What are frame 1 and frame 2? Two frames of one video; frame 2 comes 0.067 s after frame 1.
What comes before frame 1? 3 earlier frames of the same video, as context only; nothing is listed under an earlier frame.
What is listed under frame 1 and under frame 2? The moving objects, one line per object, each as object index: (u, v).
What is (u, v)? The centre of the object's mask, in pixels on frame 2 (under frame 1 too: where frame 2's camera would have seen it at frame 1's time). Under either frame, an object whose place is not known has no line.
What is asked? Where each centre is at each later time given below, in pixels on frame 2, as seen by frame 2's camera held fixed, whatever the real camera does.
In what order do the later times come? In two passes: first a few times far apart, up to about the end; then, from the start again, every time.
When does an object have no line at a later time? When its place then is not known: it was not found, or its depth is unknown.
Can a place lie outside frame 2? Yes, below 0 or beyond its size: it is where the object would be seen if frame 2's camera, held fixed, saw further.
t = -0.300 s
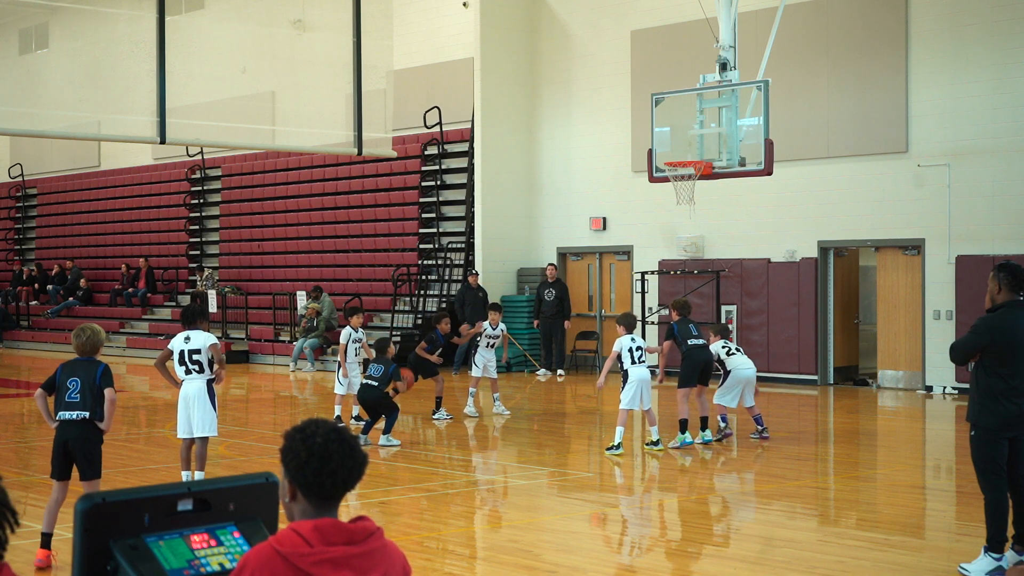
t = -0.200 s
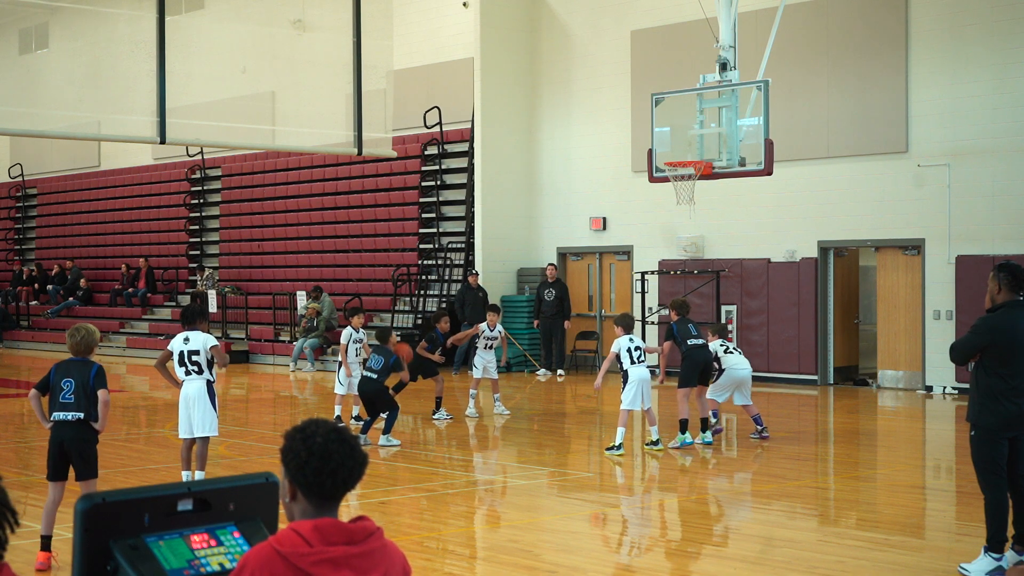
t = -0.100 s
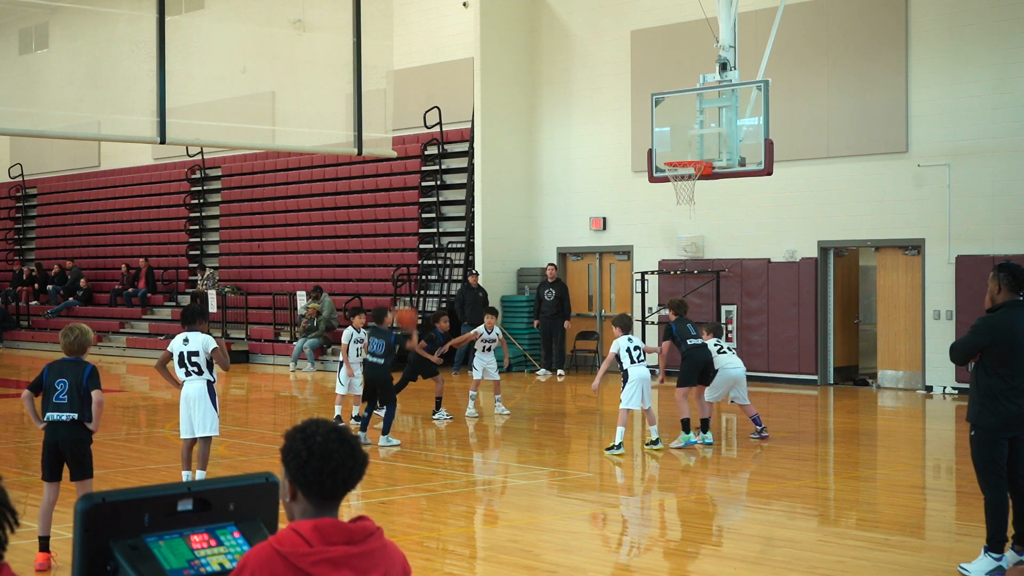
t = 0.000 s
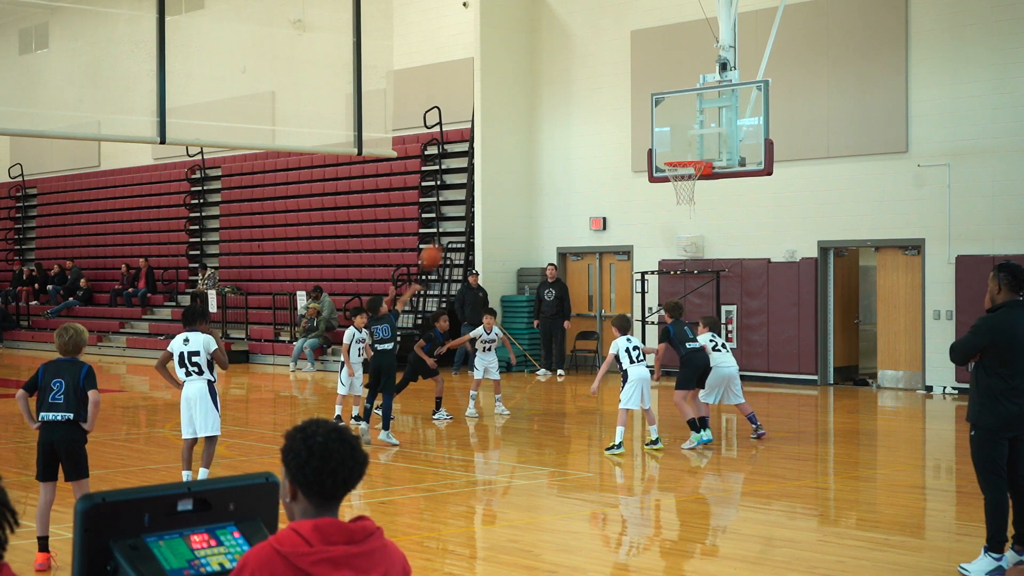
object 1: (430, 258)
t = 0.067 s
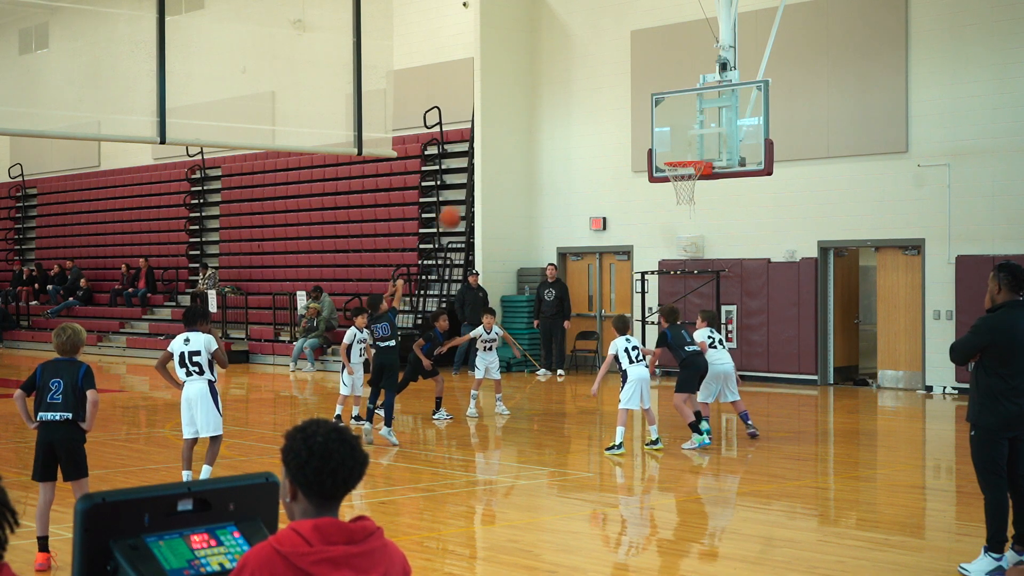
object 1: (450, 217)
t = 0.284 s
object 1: (507, 126)
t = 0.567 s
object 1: (577, 77)
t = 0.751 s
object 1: (619, 84)
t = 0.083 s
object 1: (454, 210)
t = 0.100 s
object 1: (459, 200)
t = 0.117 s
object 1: (463, 193)
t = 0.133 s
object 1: (468, 184)
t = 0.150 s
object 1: (472, 177)
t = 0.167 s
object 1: (477, 169)
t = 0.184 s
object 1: (481, 162)
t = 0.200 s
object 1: (486, 155)
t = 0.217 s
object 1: (490, 149)
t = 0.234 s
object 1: (495, 143)
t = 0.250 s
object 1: (499, 137)
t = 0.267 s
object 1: (503, 131)
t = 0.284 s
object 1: (507, 126)
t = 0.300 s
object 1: (512, 121)
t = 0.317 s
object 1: (516, 116)
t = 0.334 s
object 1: (520, 112)
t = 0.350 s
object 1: (525, 108)
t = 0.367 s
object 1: (529, 104)
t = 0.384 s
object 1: (533, 100)
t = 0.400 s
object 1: (537, 97)
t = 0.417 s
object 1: (541, 93)
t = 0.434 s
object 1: (545, 91)
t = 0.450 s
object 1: (549, 88)
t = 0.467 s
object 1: (553, 85)
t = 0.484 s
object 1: (557, 83)
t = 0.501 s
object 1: (561, 82)
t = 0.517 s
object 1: (565, 80)
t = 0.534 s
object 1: (569, 79)
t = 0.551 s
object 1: (573, 78)
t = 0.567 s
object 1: (577, 77)
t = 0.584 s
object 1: (581, 76)
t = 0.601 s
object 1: (585, 76)
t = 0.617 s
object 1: (589, 76)
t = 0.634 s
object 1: (592, 76)
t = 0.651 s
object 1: (596, 77)
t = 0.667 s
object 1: (600, 77)
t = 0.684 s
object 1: (604, 78)
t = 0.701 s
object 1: (607, 79)
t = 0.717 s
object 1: (611, 81)
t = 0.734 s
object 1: (615, 82)
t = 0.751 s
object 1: (619, 84)
